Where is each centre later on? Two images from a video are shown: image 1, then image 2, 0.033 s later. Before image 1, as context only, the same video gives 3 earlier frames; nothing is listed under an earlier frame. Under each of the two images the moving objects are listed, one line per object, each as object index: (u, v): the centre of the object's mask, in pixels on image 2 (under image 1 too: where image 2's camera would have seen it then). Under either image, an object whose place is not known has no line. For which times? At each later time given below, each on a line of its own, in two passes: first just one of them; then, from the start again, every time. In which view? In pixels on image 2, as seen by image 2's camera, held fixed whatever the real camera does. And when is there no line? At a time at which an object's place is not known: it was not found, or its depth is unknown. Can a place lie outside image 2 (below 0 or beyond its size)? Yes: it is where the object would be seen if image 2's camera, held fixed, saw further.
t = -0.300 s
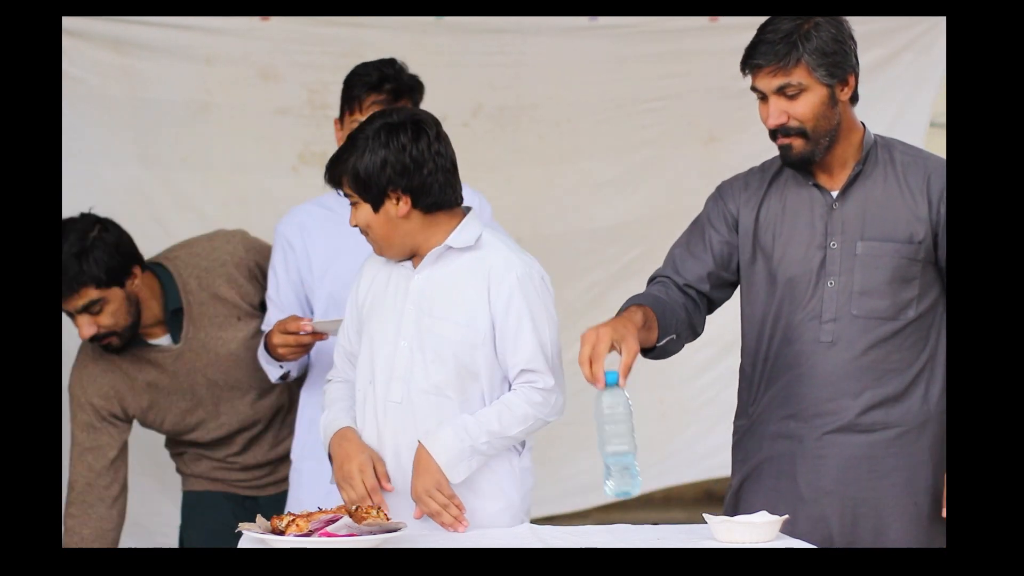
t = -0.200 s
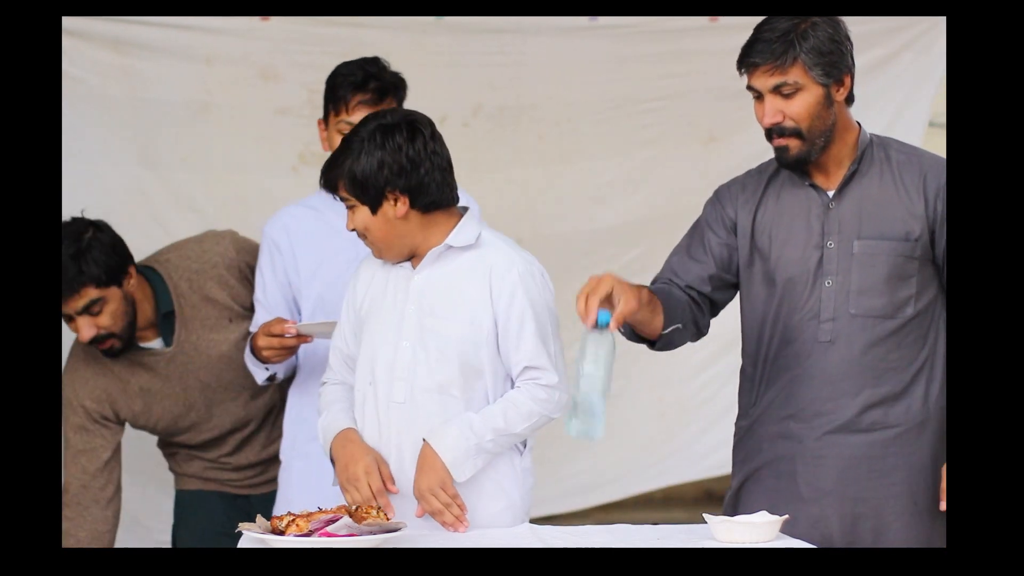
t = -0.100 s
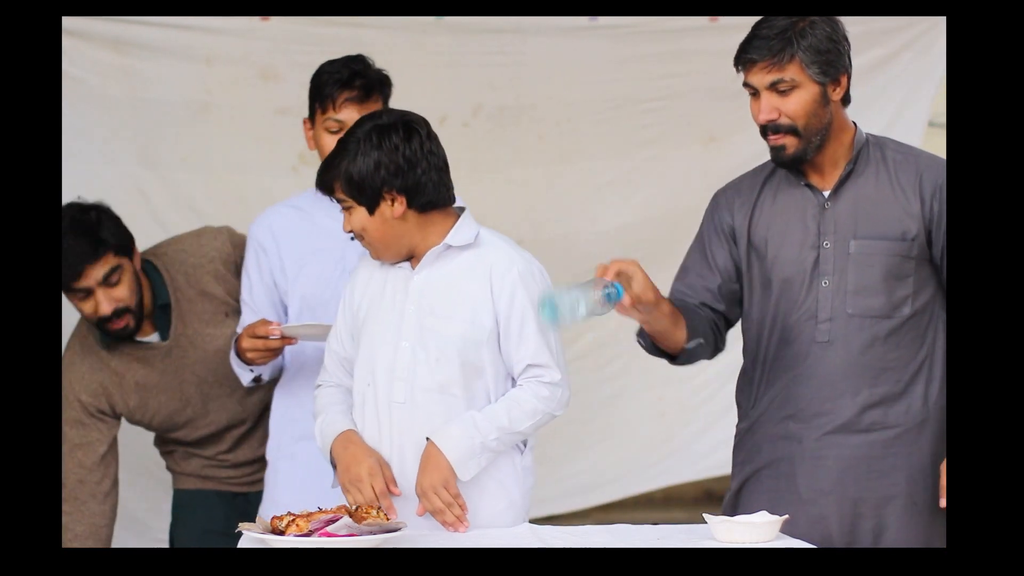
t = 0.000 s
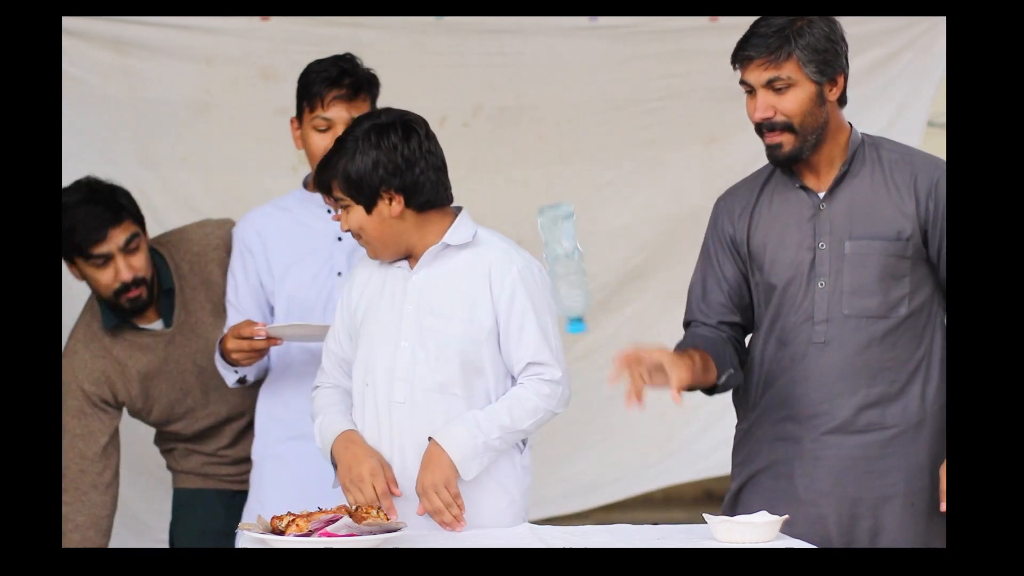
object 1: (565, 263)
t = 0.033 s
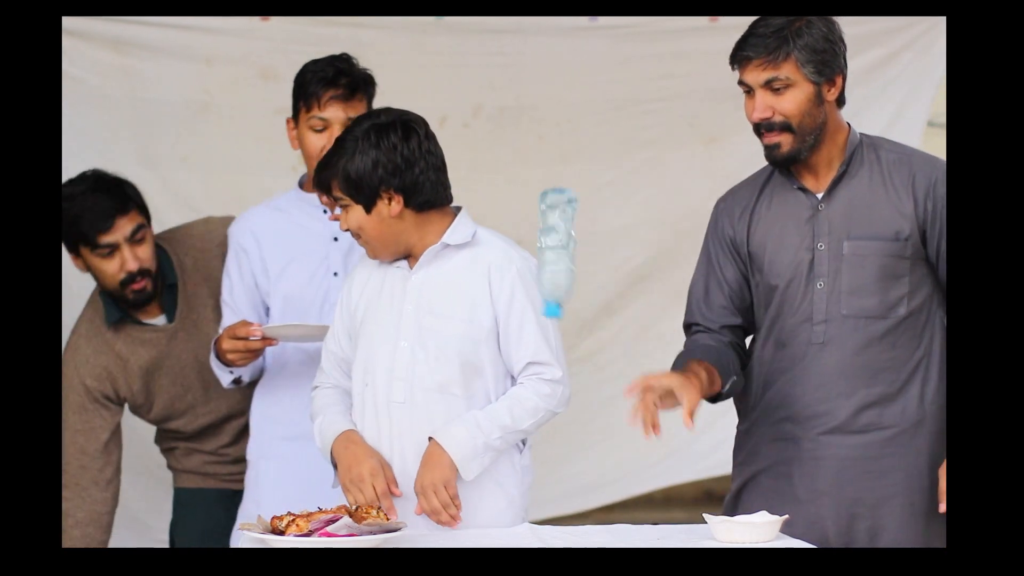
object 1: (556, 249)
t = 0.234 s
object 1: (543, 279)
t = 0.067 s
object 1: (549, 235)
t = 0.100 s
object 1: (546, 225)
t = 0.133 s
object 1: (544, 226)
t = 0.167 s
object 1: (544, 235)
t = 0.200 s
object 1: (543, 253)
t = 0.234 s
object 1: (543, 279)
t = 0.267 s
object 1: (544, 314)
